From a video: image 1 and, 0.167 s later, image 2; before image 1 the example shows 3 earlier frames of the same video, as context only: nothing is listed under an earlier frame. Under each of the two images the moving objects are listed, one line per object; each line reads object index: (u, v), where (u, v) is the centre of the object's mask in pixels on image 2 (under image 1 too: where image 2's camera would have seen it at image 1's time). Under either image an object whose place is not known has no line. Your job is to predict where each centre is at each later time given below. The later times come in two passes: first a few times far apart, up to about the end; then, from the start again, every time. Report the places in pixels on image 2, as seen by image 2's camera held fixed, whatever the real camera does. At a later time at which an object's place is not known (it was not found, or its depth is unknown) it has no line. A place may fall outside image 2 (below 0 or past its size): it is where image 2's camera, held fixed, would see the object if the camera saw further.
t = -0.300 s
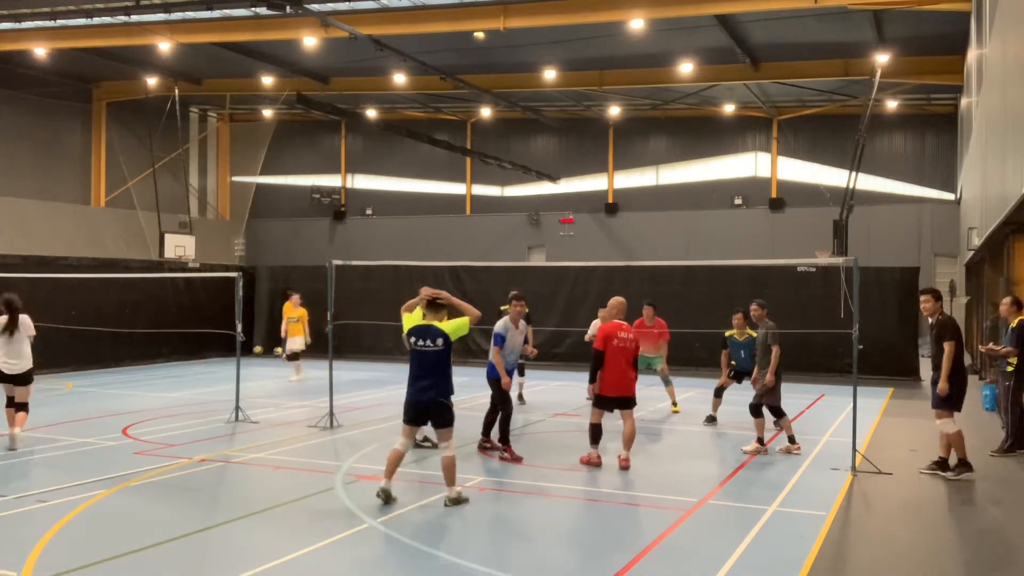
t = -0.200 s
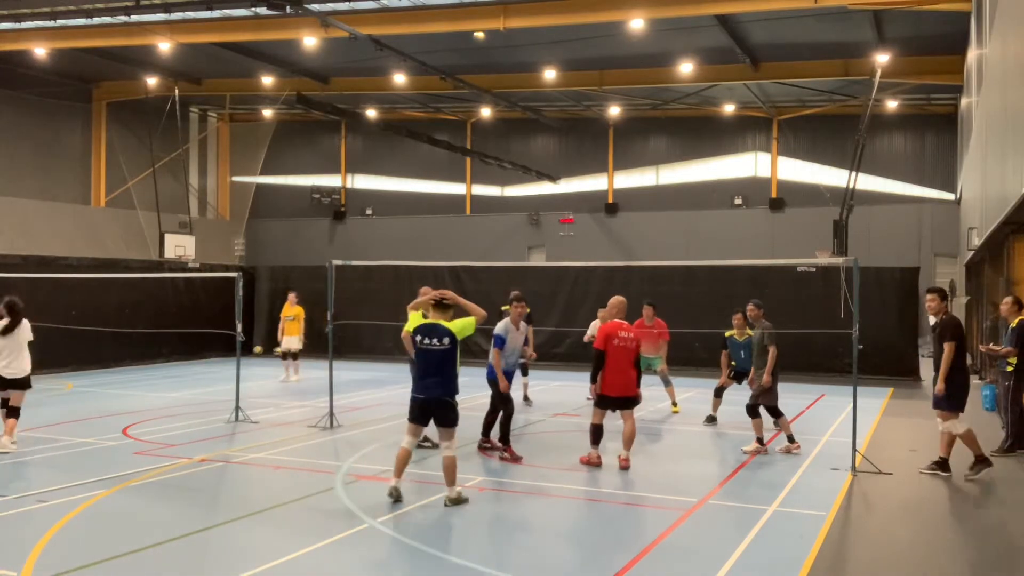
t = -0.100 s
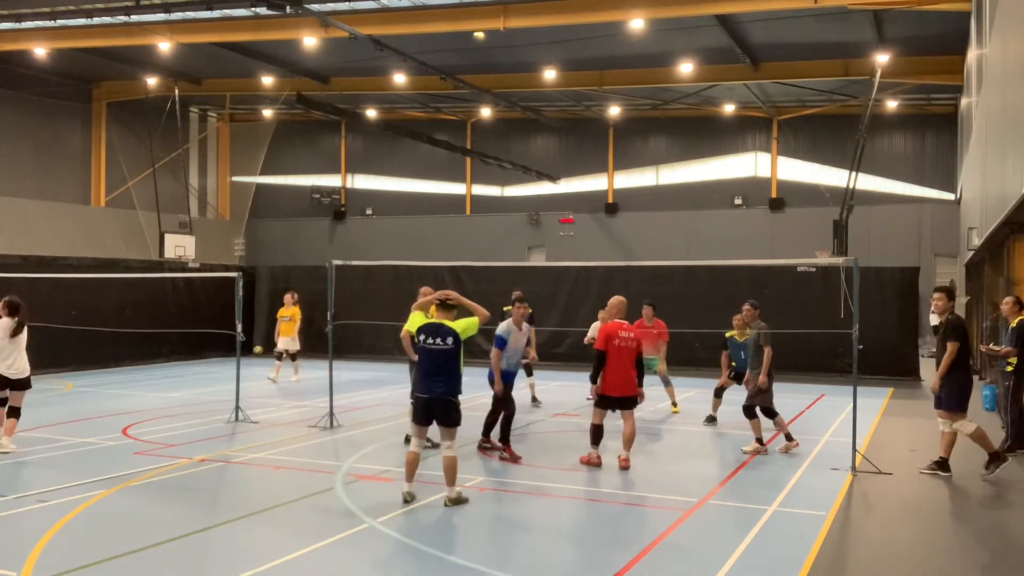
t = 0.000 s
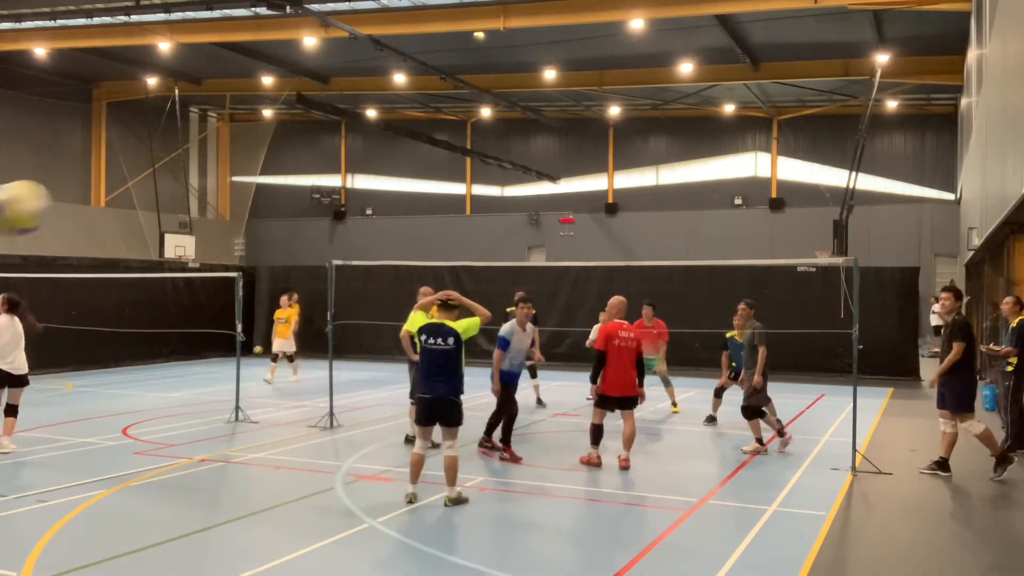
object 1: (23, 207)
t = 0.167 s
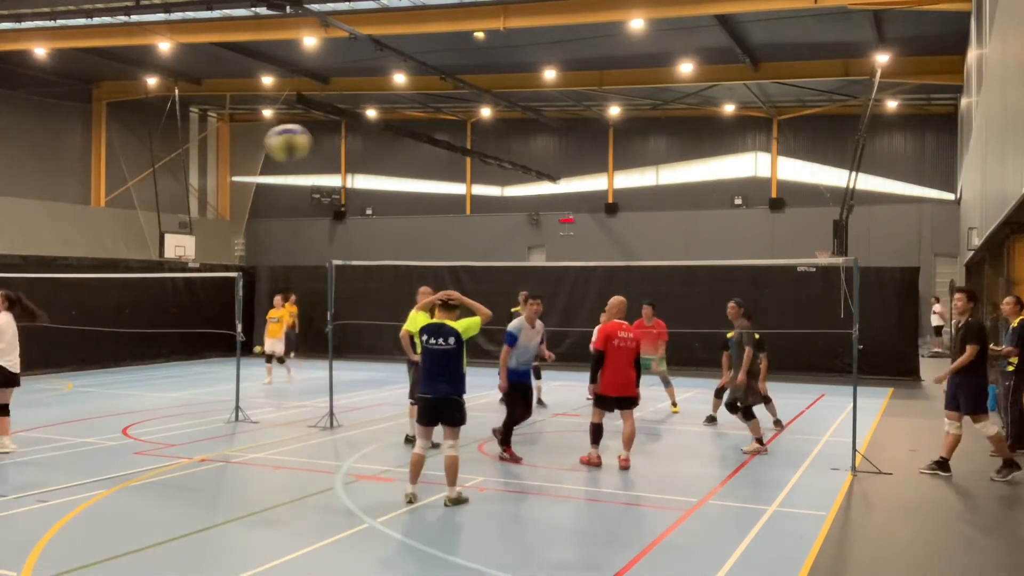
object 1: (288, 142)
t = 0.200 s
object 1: (321, 138)
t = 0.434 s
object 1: (476, 149)
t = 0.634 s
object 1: (545, 186)
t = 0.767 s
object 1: (574, 217)
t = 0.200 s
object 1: (321, 138)
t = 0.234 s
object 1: (353, 135)
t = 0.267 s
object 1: (379, 135)
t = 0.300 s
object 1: (403, 136)
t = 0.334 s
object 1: (424, 138)
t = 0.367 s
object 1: (443, 141)
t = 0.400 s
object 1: (460, 144)
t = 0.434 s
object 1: (476, 149)
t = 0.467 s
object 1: (490, 154)
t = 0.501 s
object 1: (503, 159)
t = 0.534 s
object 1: (515, 165)
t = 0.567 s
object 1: (525, 172)
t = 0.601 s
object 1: (536, 179)
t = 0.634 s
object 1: (545, 186)
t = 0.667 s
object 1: (554, 194)
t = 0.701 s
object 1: (561, 202)
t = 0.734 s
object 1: (569, 209)
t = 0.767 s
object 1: (574, 217)
